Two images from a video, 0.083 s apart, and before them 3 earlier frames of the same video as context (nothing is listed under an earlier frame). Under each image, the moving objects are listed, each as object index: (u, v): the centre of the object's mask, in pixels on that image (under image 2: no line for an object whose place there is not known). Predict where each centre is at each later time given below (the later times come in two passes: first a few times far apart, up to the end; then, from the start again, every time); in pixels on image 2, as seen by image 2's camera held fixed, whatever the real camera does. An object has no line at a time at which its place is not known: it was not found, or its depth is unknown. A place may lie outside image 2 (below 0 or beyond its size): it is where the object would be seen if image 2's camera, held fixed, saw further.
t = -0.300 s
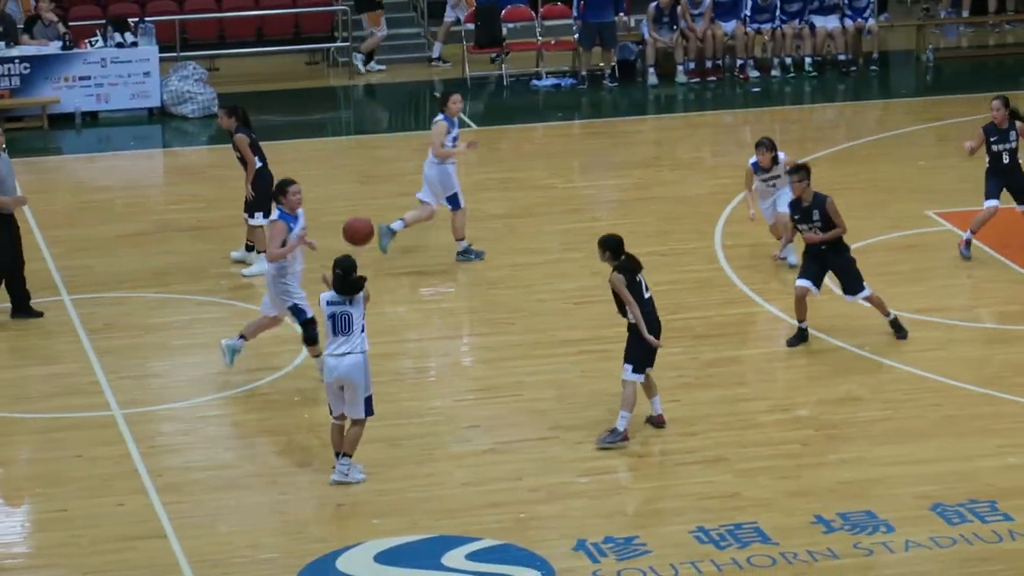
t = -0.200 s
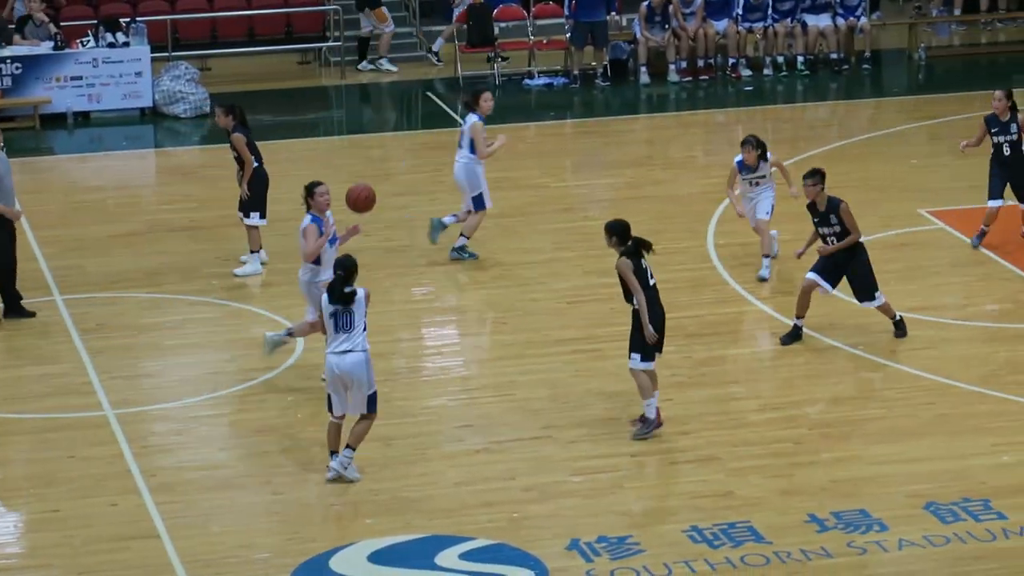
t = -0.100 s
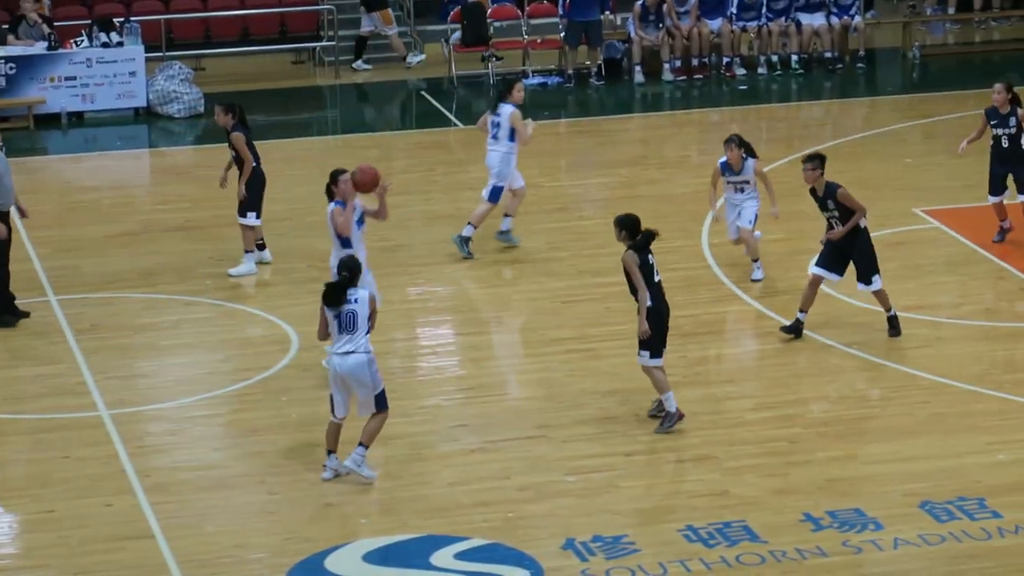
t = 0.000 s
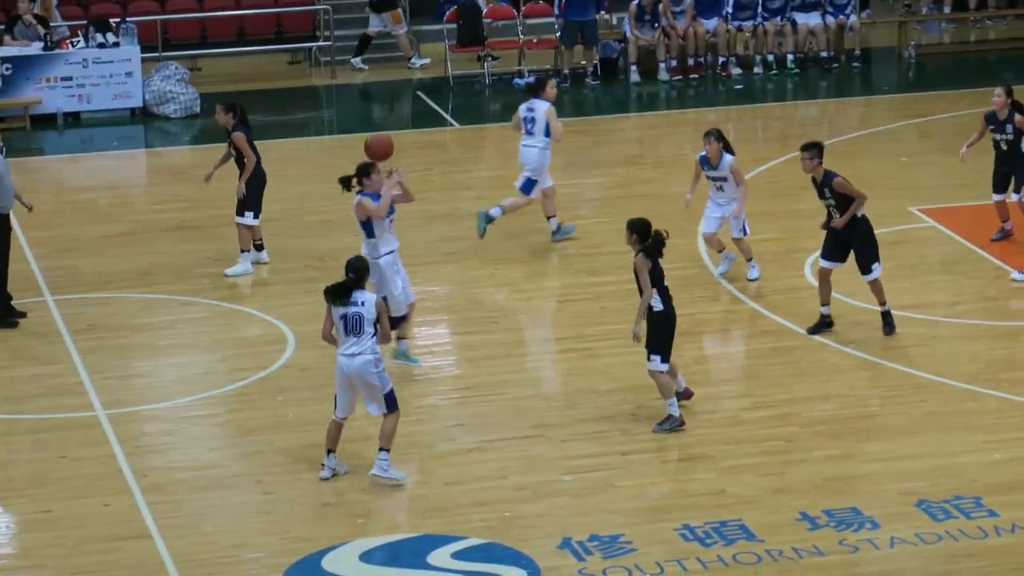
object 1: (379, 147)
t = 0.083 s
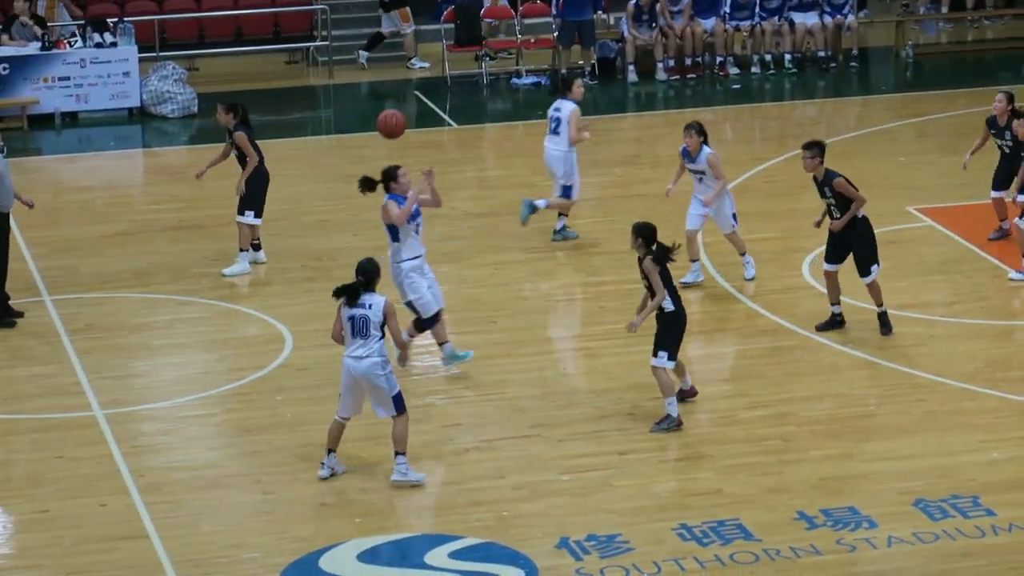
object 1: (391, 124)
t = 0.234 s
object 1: (418, 104)
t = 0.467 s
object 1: (460, 128)
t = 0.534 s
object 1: (473, 148)
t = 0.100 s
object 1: (394, 120)
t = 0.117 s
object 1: (397, 117)
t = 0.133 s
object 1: (400, 114)
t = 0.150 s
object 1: (403, 112)
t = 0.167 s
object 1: (405, 110)
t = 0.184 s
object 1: (409, 108)
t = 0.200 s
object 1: (412, 106)
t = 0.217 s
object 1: (415, 104)
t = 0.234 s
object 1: (418, 104)
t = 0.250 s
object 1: (421, 103)
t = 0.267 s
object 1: (423, 103)
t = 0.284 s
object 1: (426, 103)
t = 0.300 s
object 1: (429, 103)
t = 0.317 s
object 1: (433, 104)
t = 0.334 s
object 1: (436, 106)
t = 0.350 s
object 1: (439, 107)
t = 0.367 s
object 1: (442, 109)
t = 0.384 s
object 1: (445, 111)
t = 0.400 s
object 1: (448, 114)
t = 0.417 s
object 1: (451, 116)
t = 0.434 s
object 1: (454, 120)
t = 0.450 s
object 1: (457, 123)
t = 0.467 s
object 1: (460, 128)
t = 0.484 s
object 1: (463, 131)
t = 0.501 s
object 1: (466, 137)
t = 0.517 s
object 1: (470, 142)
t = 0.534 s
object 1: (473, 148)
